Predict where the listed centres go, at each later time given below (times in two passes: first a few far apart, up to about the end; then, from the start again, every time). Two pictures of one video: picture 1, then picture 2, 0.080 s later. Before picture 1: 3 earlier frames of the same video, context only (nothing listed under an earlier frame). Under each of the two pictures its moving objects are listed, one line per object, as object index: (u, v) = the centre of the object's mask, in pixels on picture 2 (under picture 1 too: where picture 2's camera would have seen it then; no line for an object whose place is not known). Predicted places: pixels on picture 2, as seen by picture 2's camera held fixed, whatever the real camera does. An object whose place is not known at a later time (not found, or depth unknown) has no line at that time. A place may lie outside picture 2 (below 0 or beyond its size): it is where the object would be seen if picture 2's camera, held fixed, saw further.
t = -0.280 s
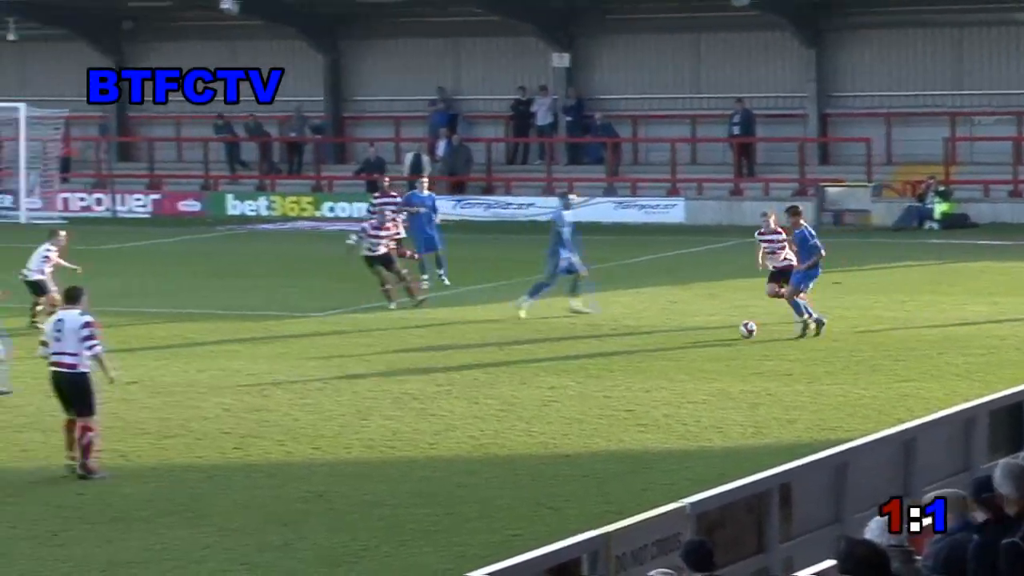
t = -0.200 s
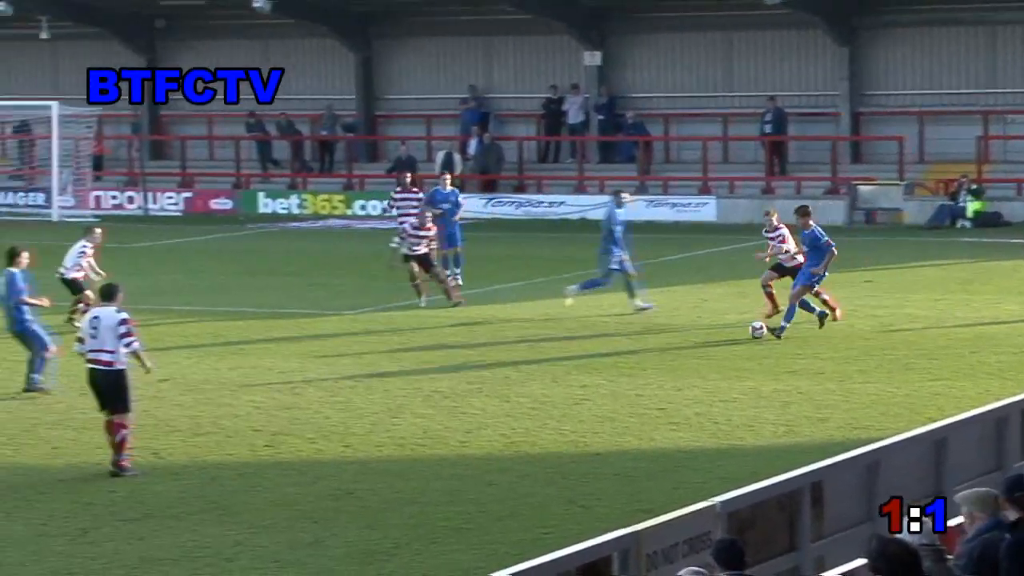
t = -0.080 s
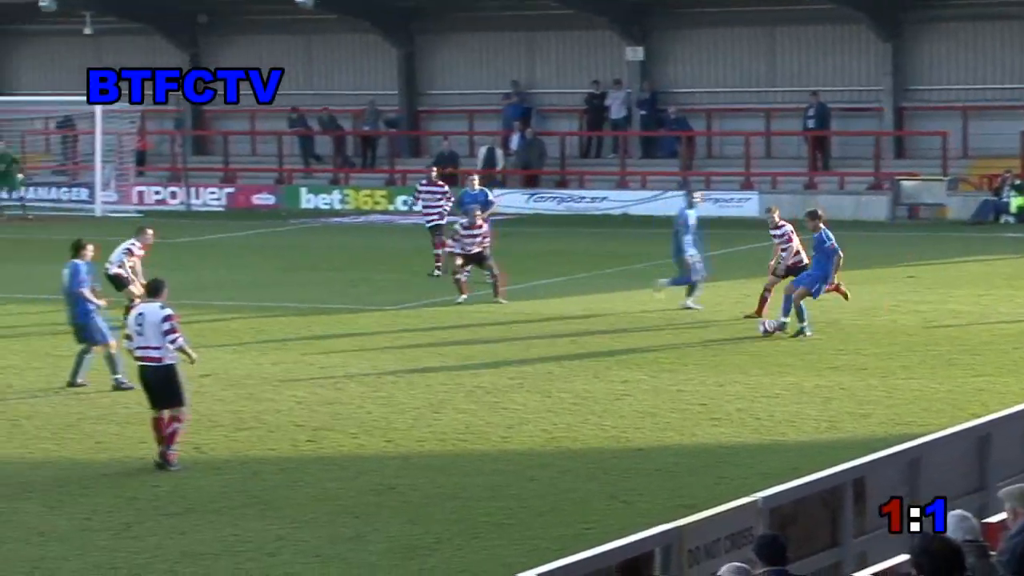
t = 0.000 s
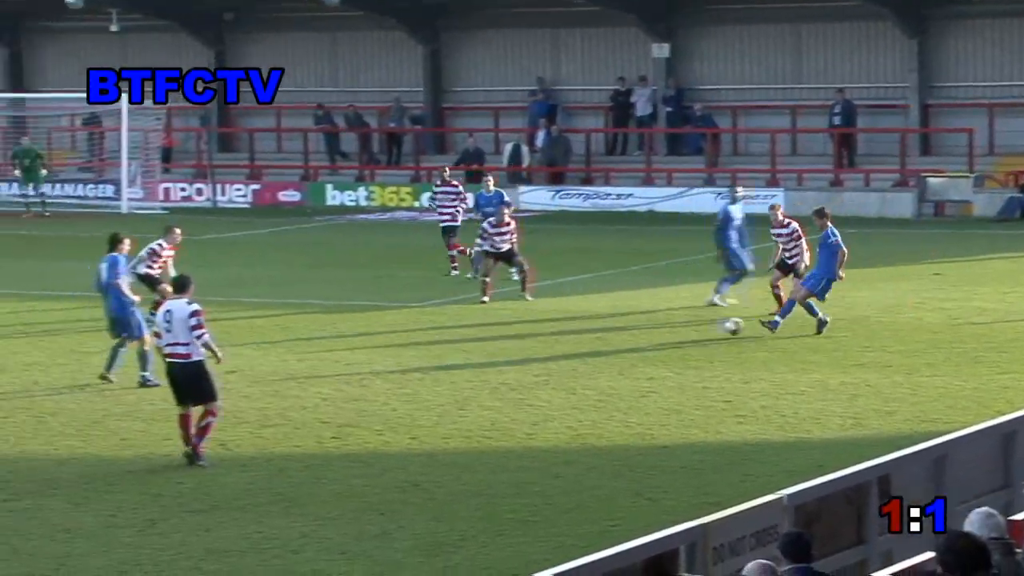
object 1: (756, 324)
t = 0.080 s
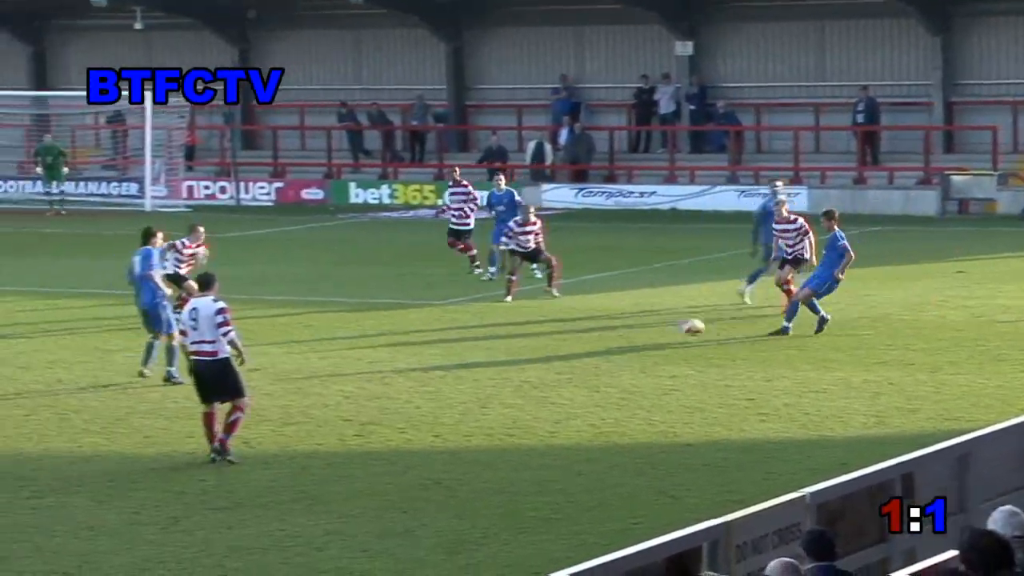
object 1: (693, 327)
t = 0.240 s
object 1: (570, 337)
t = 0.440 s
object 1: (435, 352)
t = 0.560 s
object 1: (361, 348)
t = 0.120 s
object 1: (659, 330)
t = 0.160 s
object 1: (627, 336)
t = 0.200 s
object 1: (596, 339)
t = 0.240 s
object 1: (570, 337)
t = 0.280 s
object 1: (543, 337)
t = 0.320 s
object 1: (517, 338)
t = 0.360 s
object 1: (489, 342)
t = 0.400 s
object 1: (462, 346)
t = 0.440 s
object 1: (435, 352)
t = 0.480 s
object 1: (410, 352)
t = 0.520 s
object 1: (386, 349)
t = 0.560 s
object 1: (361, 348)
